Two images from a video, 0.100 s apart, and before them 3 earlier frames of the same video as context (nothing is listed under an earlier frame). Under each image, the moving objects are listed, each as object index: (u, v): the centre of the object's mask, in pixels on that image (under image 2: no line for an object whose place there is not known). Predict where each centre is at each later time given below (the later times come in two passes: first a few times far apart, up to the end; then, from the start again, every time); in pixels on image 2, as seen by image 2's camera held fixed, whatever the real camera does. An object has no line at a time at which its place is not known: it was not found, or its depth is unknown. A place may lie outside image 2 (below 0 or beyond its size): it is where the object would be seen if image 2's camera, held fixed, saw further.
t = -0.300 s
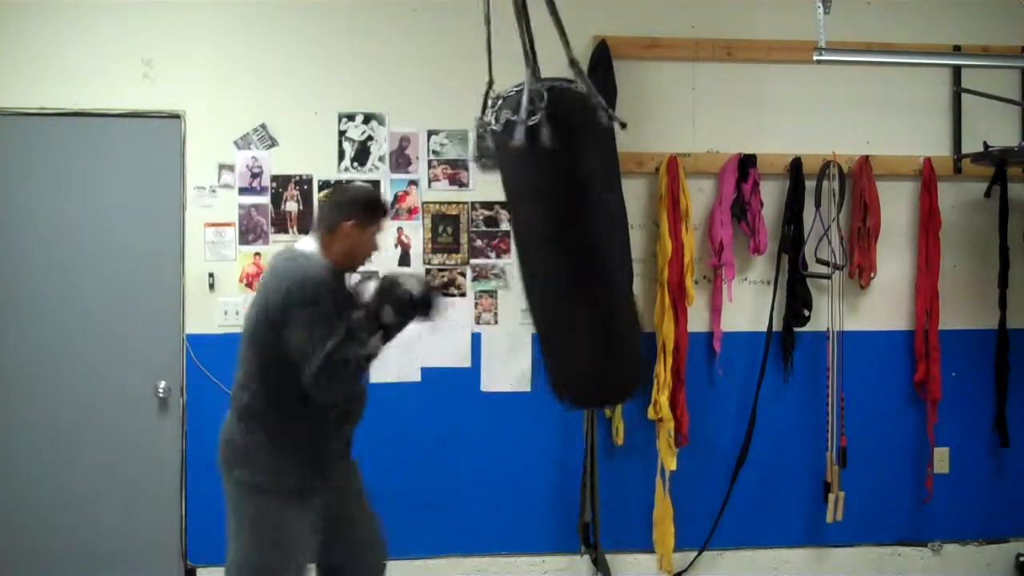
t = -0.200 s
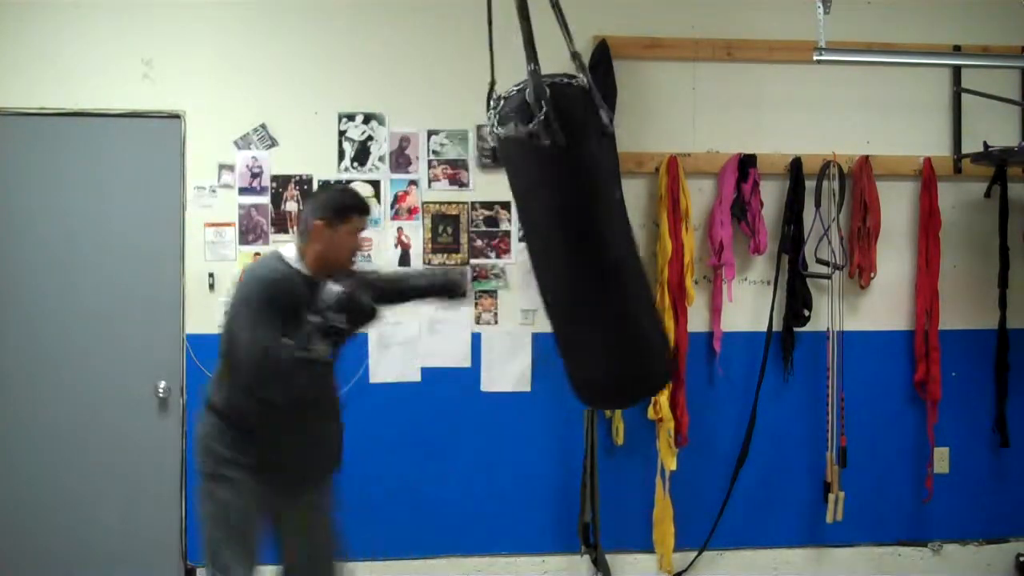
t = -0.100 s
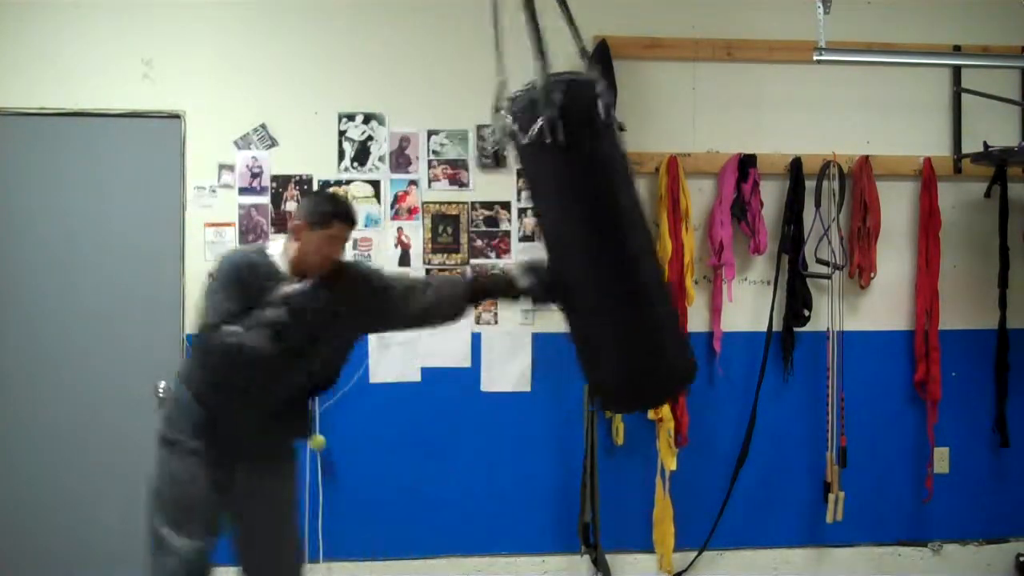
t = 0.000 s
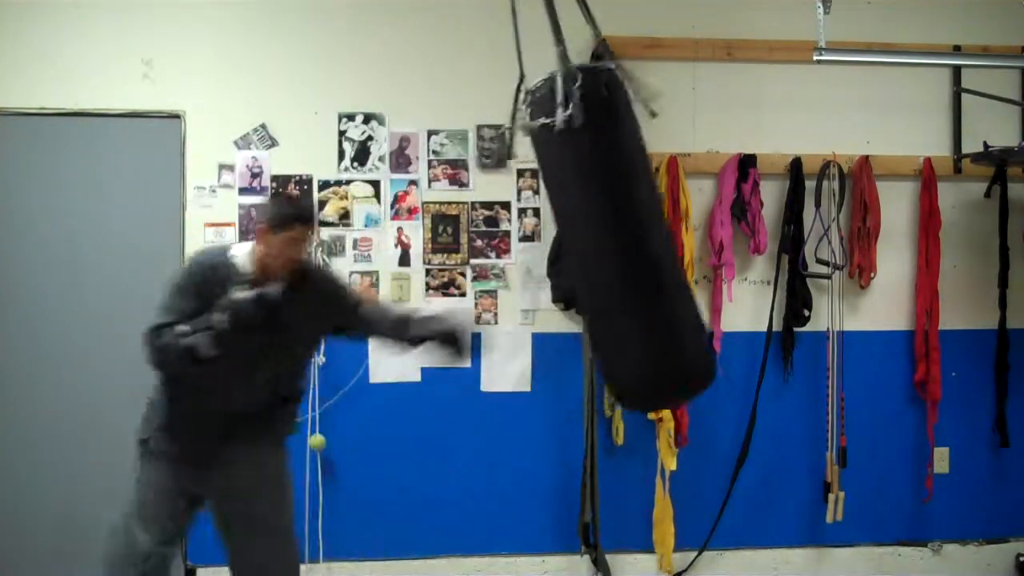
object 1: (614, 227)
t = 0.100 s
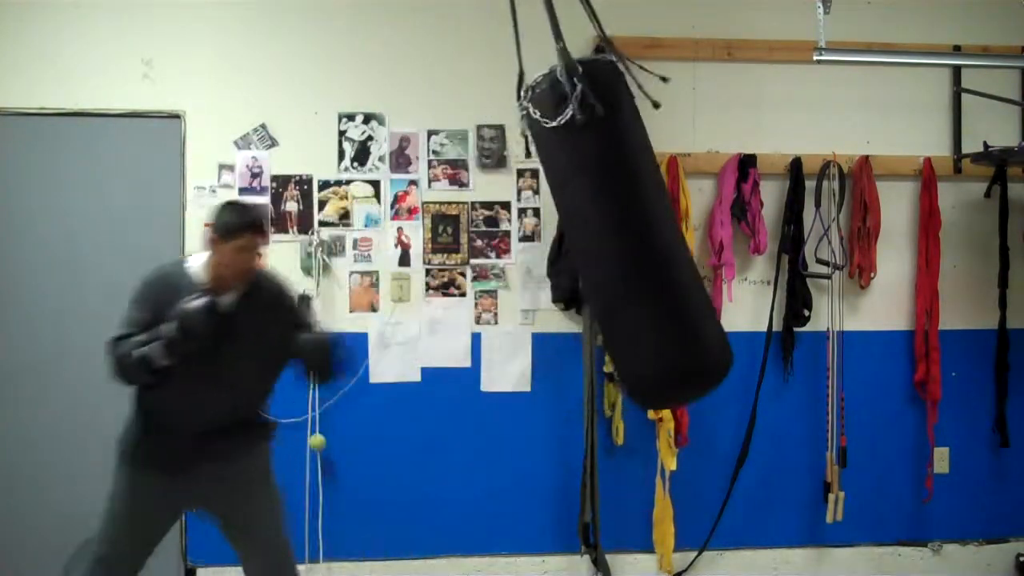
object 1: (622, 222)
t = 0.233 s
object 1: (619, 223)
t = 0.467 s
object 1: (583, 229)
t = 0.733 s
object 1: (497, 239)
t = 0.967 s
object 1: (420, 241)
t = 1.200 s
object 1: (372, 231)
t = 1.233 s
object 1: (368, 232)
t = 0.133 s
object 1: (622, 222)
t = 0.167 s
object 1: (621, 223)
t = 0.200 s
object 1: (621, 223)
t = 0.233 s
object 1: (619, 223)
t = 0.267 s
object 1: (617, 223)
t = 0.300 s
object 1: (613, 225)
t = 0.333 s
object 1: (610, 225)
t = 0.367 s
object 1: (605, 225)
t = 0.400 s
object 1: (599, 226)
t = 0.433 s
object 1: (592, 227)
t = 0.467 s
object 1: (583, 229)
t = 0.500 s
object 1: (574, 230)
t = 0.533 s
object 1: (562, 232)
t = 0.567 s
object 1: (552, 233)
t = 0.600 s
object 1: (541, 233)
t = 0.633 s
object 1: (530, 234)
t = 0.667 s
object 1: (520, 236)
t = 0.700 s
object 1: (507, 236)
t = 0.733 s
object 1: (497, 239)
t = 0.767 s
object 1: (485, 240)
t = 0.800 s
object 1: (474, 241)
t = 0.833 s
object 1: (463, 242)
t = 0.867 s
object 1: (451, 242)
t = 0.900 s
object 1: (440, 241)
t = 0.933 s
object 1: (430, 241)
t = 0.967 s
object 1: (420, 241)
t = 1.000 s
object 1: (410, 241)
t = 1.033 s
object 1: (402, 239)
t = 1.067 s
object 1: (395, 237)
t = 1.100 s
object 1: (387, 237)
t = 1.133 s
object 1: (381, 235)
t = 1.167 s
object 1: (376, 234)
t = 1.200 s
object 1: (372, 231)
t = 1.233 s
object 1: (368, 232)
